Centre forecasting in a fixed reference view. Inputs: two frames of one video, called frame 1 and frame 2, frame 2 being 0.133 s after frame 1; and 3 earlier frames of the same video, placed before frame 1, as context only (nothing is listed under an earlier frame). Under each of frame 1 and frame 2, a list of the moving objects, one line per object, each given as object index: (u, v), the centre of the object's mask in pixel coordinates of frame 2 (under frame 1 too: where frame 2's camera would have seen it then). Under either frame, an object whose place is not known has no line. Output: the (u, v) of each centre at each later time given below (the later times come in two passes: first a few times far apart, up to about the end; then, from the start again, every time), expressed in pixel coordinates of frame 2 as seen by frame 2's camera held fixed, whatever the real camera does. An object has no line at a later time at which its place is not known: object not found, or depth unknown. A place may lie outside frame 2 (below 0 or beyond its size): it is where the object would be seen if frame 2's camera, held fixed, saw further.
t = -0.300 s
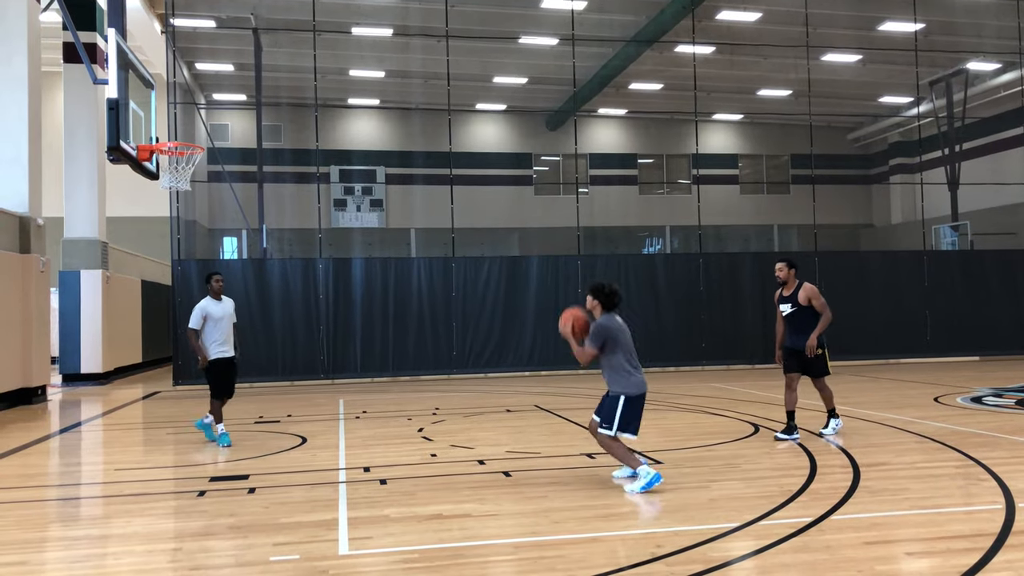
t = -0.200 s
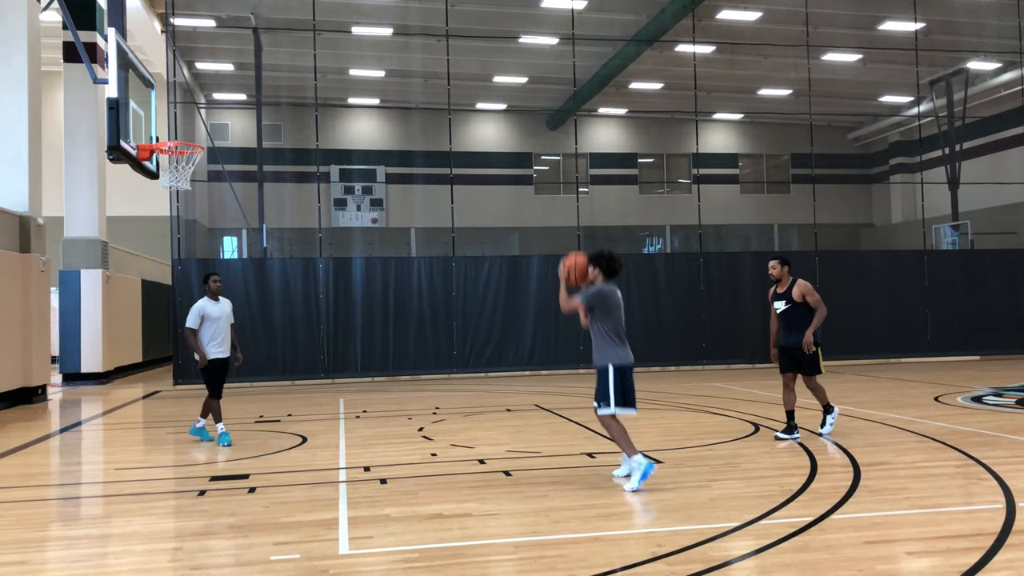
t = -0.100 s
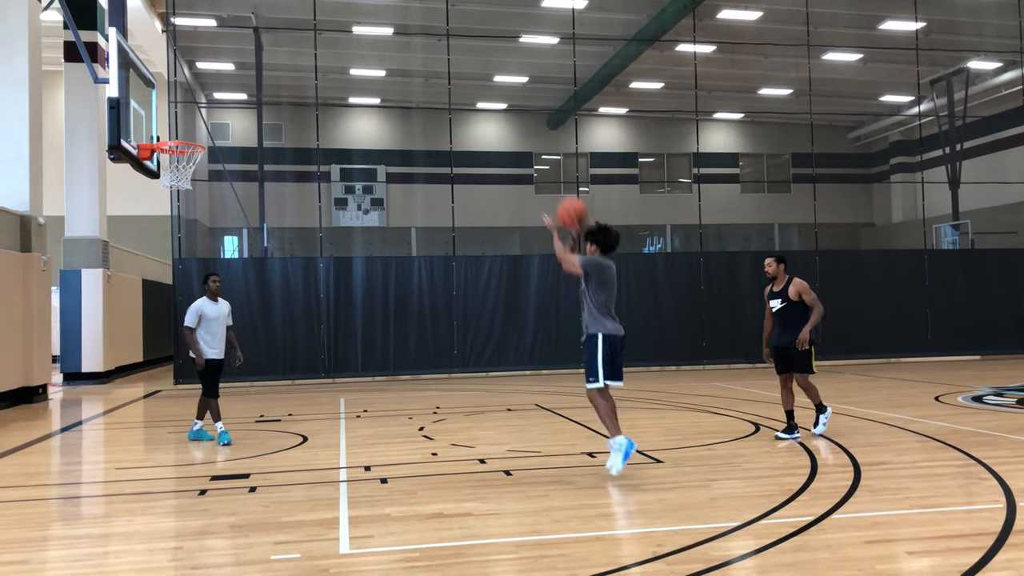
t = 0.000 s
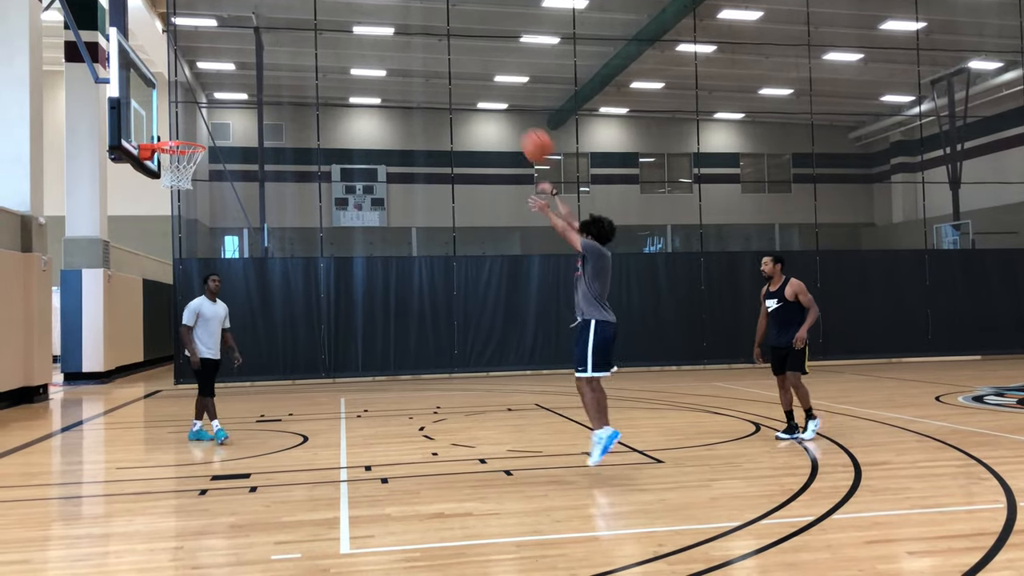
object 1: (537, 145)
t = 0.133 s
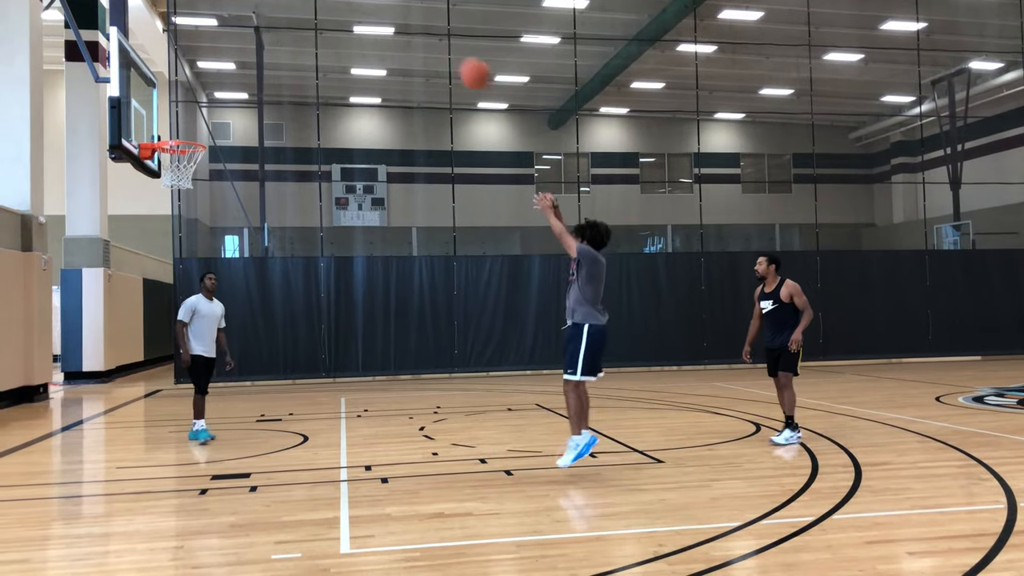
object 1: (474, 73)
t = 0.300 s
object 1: (404, 20)
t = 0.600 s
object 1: (296, 9)
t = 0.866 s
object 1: (216, 73)
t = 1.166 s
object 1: (175, 189)
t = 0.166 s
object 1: (459, 60)
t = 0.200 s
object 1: (445, 47)
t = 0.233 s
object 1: (431, 37)
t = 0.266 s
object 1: (417, 27)
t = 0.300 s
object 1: (404, 20)
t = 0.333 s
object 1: (391, 14)
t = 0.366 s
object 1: (378, 11)
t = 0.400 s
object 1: (366, 8)
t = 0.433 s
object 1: (354, 7)
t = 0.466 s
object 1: (342, 7)
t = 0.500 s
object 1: (330, 7)
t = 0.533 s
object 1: (319, 7)
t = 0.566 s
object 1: (307, 8)
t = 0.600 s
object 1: (296, 9)
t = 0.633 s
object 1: (286, 12)
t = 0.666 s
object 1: (275, 18)
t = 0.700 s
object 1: (266, 25)
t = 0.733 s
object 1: (255, 32)
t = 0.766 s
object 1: (245, 40)
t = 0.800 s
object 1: (236, 50)
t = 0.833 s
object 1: (227, 60)
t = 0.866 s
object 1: (216, 73)
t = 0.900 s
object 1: (209, 83)
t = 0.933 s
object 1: (199, 96)
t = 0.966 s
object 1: (190, 110)
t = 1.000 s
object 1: (182, 125)
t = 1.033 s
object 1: (173, 135)
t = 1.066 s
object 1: (167, 157)
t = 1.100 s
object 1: (168, 164)
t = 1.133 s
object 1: (173, 183)
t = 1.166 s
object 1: (175, 189)
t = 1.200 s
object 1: (178, 198)
